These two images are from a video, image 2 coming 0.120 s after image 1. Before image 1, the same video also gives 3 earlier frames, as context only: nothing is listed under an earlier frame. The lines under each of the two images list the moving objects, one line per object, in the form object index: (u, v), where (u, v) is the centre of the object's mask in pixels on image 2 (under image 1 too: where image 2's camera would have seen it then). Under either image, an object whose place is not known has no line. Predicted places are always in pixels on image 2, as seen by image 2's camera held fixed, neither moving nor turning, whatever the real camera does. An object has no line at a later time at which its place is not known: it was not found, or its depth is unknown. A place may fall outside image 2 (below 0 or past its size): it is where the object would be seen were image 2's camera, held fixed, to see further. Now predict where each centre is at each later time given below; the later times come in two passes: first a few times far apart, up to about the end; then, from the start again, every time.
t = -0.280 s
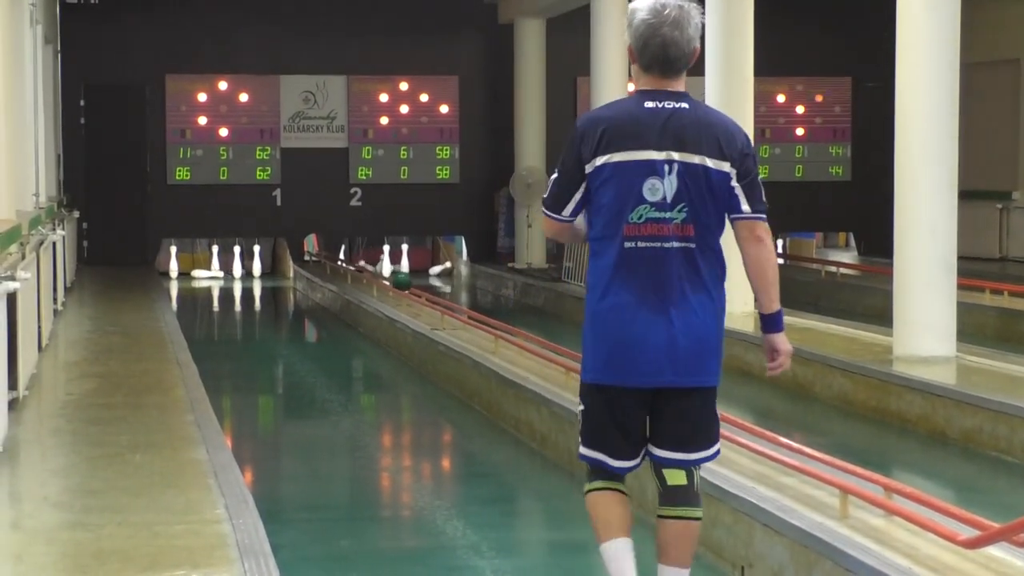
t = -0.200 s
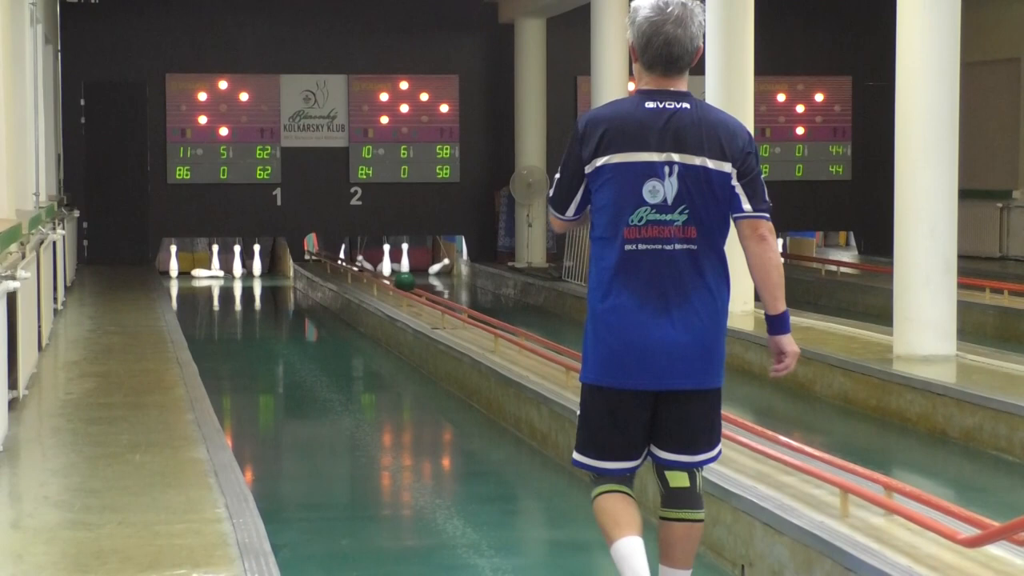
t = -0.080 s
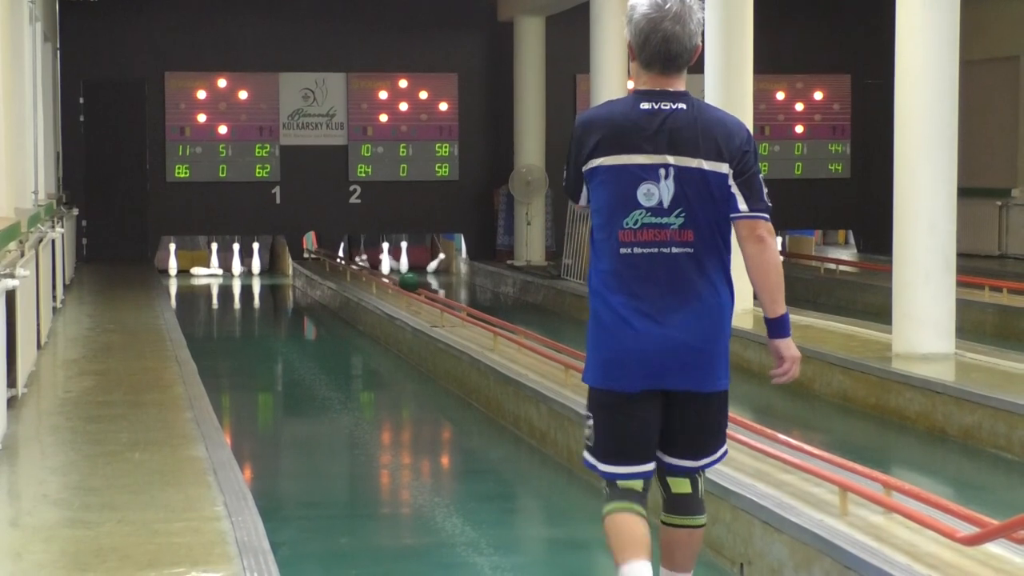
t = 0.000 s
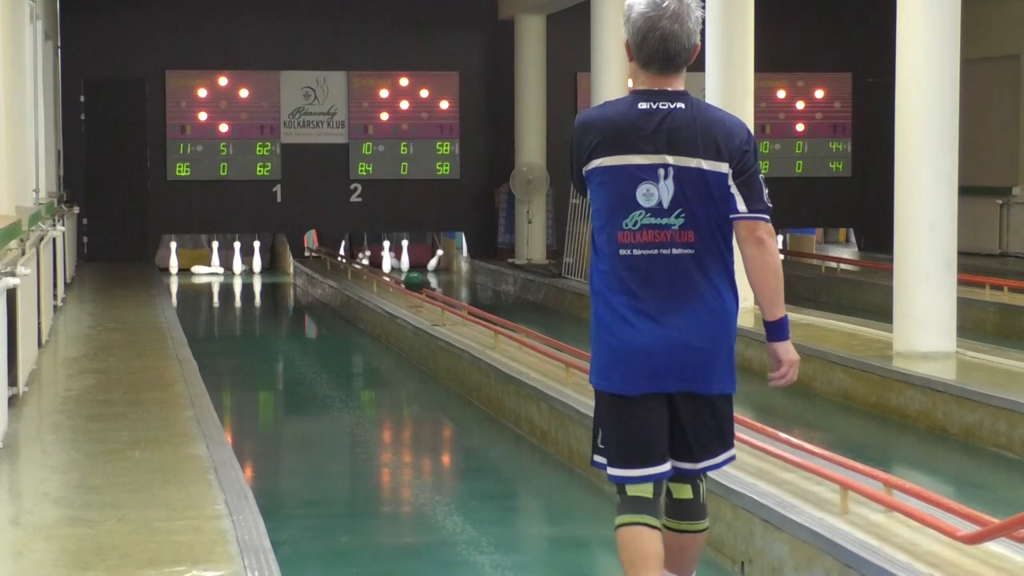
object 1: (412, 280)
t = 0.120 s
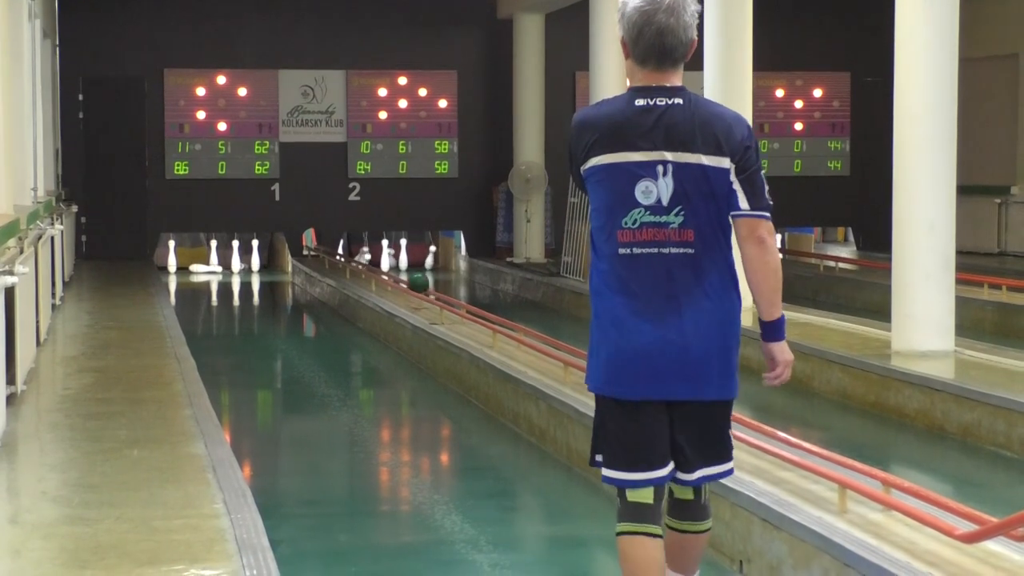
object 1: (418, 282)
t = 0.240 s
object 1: (424, 285)
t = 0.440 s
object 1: (434, 289)
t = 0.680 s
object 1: (448, 294)
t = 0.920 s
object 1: (462, 300)
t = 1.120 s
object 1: (475, 304)
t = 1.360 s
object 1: (491, 311)
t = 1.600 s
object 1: (508, 318)
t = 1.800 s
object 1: (524, 324)
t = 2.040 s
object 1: (544, 332)
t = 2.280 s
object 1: (566, 341)
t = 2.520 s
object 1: (590, 350)
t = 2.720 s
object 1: (612, 359)
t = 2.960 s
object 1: (640, 369)
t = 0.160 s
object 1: (420, 283)
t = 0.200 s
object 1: (422, 284)
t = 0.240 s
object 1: (424, 285)
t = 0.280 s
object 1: (426, 284)
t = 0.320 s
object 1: (428, 286)
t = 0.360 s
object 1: (430, 287)
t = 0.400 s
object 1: (432, 288)
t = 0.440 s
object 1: (434, 289)
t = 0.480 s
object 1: (436, 289)
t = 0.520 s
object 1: (438, 291)
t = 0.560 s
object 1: (440, 291)
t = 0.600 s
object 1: (442, 292)
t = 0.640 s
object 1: (446, 293)
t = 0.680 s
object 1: (448, 294)
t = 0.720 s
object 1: (450, 294)
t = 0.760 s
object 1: (453, 295)
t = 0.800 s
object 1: (455, 296)
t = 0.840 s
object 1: (457, 297)
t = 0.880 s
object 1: (460, 299)
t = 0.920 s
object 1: (462, 300)
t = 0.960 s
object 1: (464, 300)
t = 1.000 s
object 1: (467, 301)
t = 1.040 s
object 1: (470, 302)
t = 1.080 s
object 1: (472, 303)
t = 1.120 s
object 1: (475, 304)
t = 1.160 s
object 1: (477, 305)
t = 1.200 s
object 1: (480, 306)
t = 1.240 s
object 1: (483, 307)
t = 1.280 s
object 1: (485, 308)
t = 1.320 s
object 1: (488, 309)
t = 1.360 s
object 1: (491, 311)
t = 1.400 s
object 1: (494, 311)
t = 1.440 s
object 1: (497, 313)
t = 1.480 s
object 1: (499, 314)
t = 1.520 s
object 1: (502, 315)
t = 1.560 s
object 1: (505, 316)
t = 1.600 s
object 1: (508, 318)
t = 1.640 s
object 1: (512, 319)
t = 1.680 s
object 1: (515, 320)
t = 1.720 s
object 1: (518, 321)
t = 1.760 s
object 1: (521, 322)
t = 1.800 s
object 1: (524, 324)
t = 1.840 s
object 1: (528, 325)
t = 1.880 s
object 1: (531, 327)
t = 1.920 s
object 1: (534, 328)
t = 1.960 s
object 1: (538, 329)
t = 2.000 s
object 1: (541, 331)
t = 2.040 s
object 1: (544, 332)
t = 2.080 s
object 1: (548, 334)
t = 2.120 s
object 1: (552, 335)
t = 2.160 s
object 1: (555, 337)
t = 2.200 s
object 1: (559, 338)
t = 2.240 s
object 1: (562, 339)
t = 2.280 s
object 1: (566, 341)
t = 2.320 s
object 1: (570, 342)
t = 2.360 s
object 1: (574, 344)
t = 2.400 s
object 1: (578, 345)
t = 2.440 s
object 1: (582, 347)
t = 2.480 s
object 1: (586, 349)
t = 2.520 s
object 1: (590, 350)
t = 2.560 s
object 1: (595, 352)
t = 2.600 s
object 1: (599, 354)
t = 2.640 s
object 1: (603, 355)
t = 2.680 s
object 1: (607, 357)
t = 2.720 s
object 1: (612, 359)
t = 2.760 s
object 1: (616, 360)
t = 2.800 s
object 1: (621, 362)
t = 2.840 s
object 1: (626, 364)
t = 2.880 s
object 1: (631, 366)
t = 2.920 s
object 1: (635, 367)
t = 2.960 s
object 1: (640, 369)
